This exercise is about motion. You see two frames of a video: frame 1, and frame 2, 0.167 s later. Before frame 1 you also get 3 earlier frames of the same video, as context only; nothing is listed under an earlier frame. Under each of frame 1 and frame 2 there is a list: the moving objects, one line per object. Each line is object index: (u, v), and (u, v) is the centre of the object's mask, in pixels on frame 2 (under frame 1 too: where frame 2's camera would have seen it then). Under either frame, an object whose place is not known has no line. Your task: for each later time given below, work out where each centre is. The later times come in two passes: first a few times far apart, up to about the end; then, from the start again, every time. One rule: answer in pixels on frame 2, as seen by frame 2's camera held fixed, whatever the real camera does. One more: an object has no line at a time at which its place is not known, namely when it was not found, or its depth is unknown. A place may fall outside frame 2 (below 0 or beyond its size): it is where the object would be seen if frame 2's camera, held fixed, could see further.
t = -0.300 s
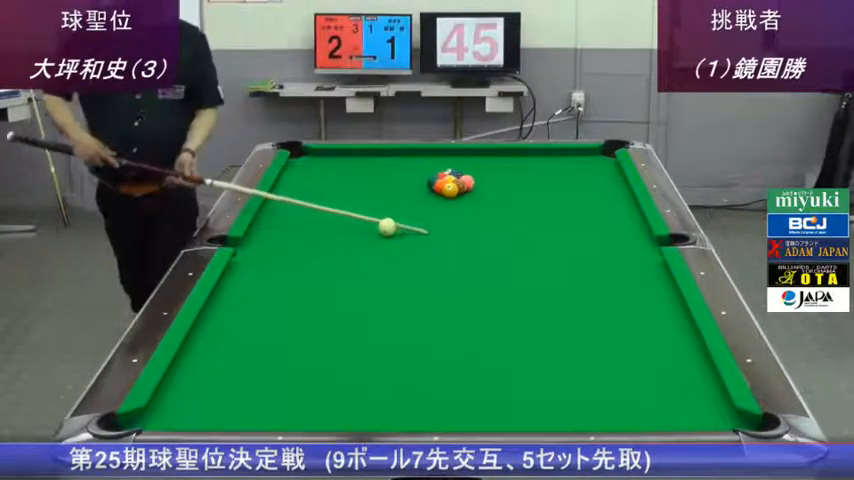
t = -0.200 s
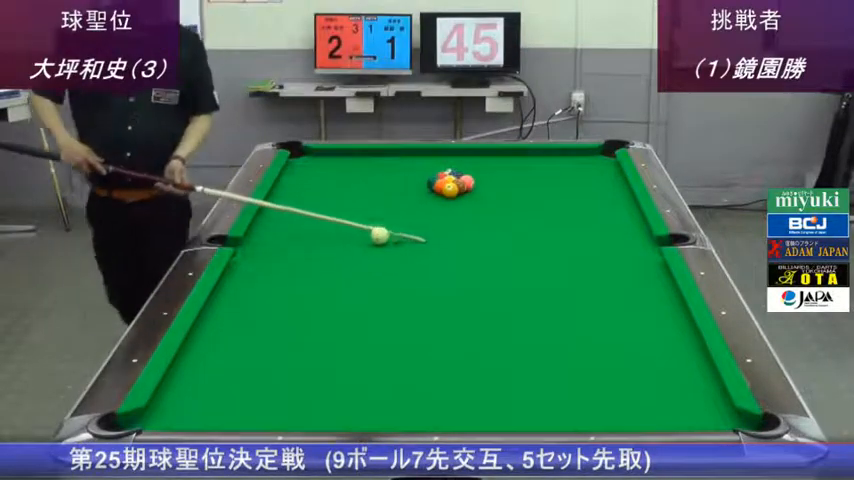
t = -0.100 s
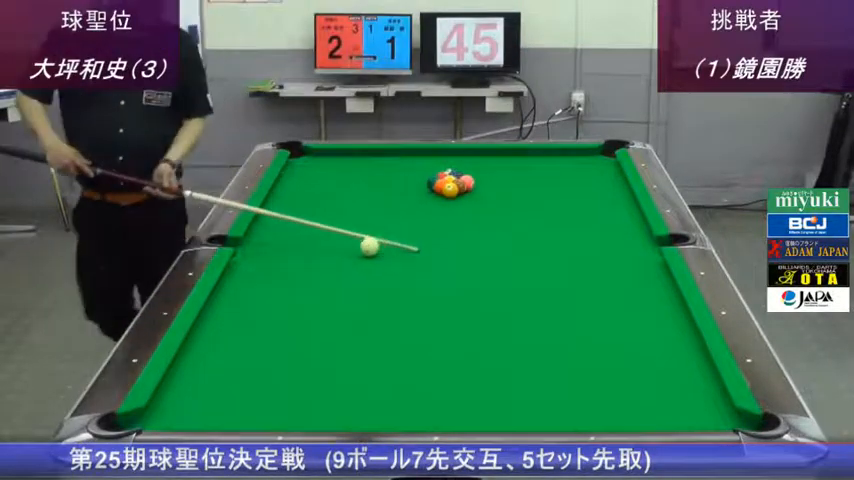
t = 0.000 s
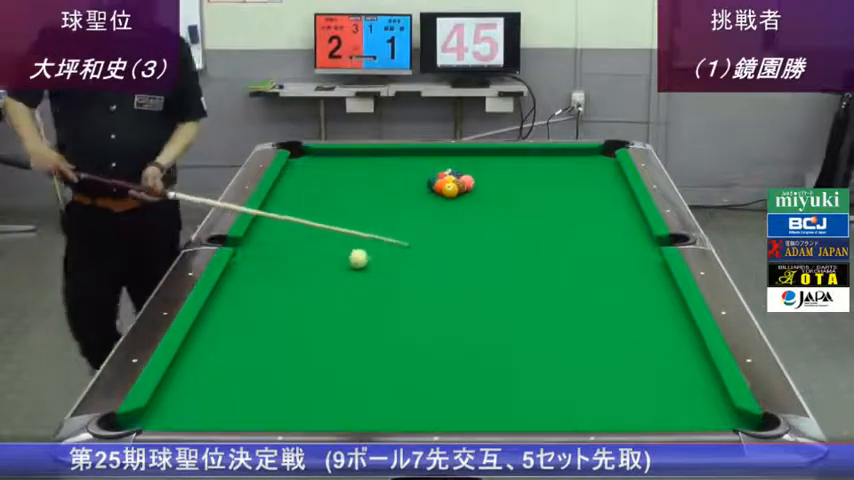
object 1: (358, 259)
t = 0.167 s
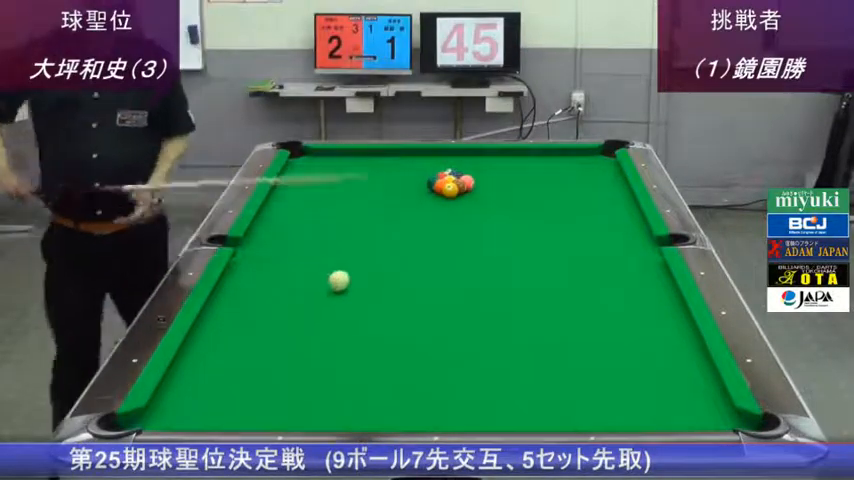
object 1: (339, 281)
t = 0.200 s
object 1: (335, 285)
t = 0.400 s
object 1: (308, 314)
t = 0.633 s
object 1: (272, 353)
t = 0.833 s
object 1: (238, 391)
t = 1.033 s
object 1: (212, 410)
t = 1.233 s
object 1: (211, 389)
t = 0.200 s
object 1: (335, 285)
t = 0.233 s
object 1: (330, 290)
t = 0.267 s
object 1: (326, 295)
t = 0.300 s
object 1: (321, 299)
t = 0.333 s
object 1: (317, 304)
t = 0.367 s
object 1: (312, 309)
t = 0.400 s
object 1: (308, 314)
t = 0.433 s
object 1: (303, 320)
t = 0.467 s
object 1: (298, 325)
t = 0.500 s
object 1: (294, 330)
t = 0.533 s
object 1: (288, 336)
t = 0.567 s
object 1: (283, 341)
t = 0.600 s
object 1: (277, 347)
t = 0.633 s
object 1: (272, 353)
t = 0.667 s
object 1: (267, 359)
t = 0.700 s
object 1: (261, 365)
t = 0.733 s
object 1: (256, 372)
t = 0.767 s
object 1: (250, 378)
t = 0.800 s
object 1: (244, 385)
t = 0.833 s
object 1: (238, 391)
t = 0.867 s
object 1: (231, 398)
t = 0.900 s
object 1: (226, 405)
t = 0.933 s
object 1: (219, 410)
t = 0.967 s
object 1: (212, 415)
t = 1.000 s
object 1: (212, 413)
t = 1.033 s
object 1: (212, 410)
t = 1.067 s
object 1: (212, 406)
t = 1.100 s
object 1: (212, 403)
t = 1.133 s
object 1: (212, 399)
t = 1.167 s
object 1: (212, 396)
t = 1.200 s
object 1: (211, 392)
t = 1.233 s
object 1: (211, 389)
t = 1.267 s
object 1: (211, 386)
